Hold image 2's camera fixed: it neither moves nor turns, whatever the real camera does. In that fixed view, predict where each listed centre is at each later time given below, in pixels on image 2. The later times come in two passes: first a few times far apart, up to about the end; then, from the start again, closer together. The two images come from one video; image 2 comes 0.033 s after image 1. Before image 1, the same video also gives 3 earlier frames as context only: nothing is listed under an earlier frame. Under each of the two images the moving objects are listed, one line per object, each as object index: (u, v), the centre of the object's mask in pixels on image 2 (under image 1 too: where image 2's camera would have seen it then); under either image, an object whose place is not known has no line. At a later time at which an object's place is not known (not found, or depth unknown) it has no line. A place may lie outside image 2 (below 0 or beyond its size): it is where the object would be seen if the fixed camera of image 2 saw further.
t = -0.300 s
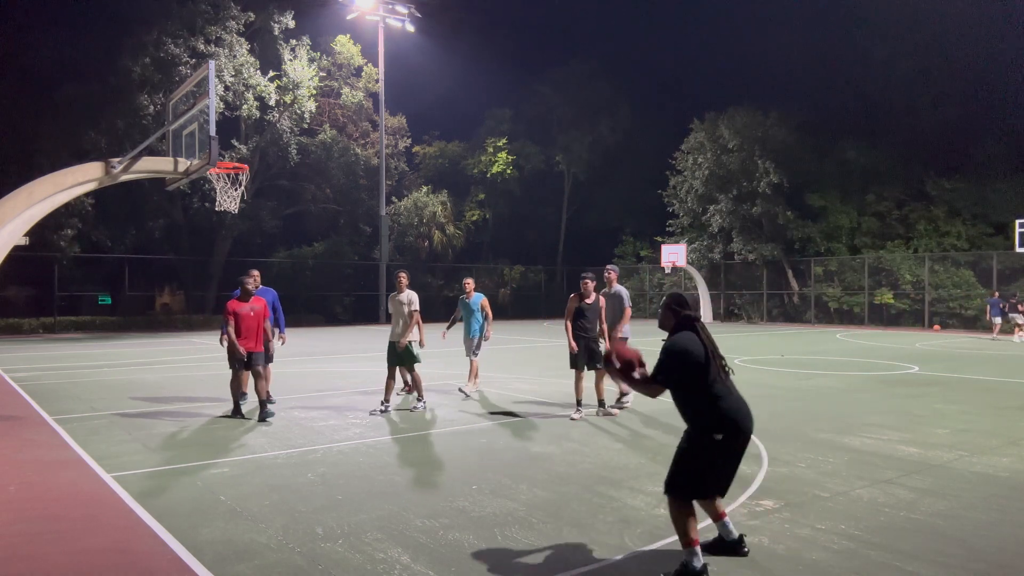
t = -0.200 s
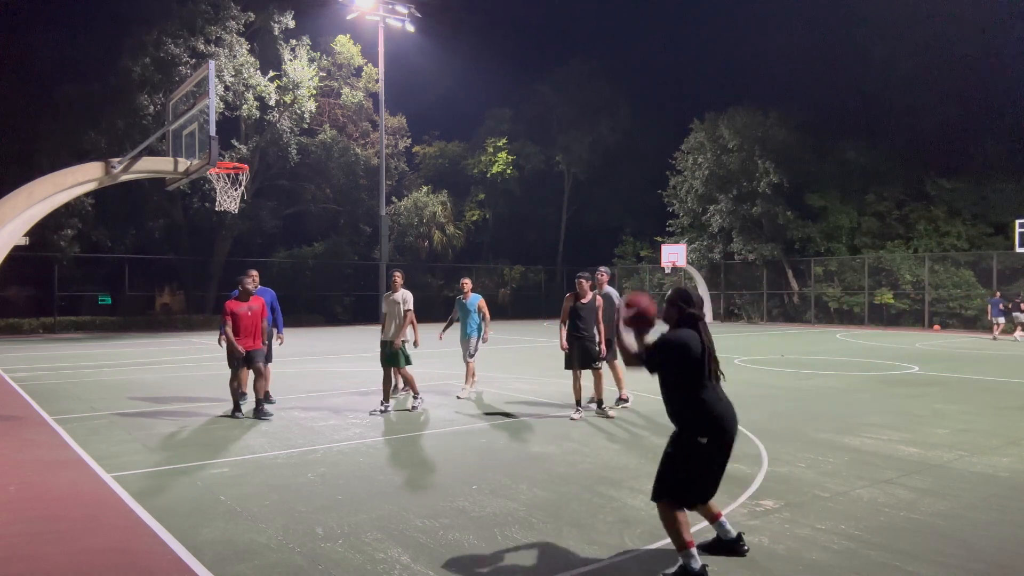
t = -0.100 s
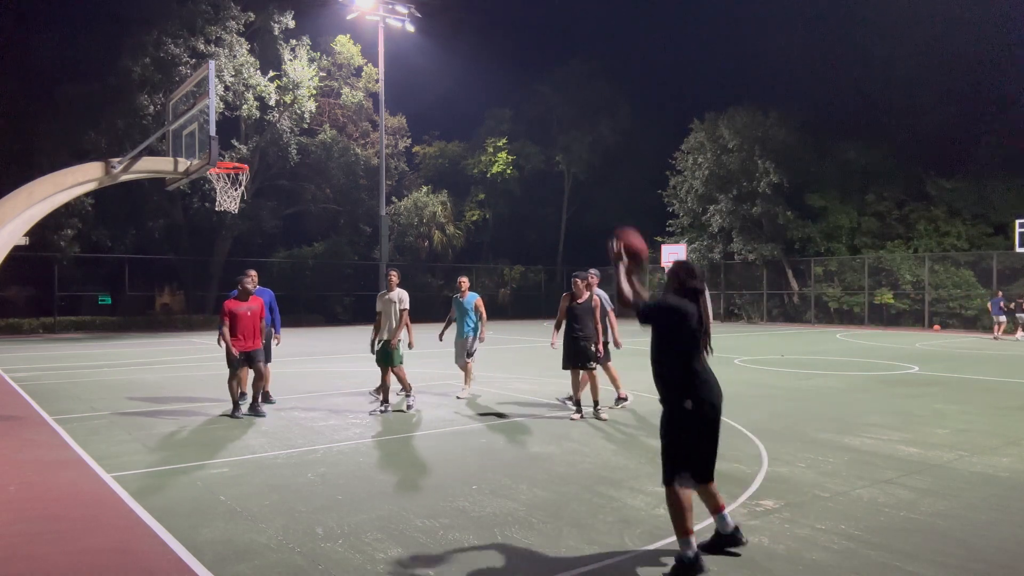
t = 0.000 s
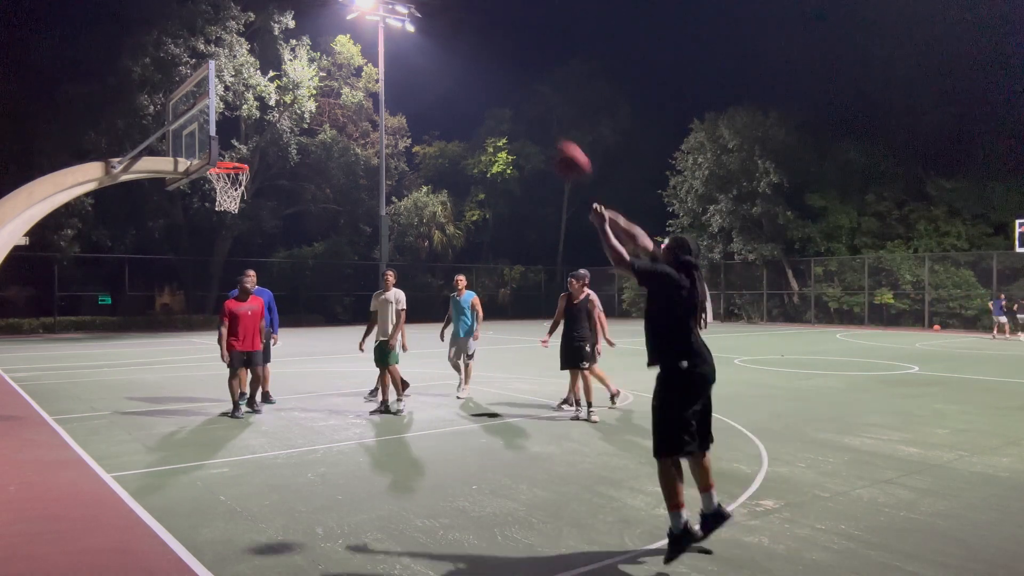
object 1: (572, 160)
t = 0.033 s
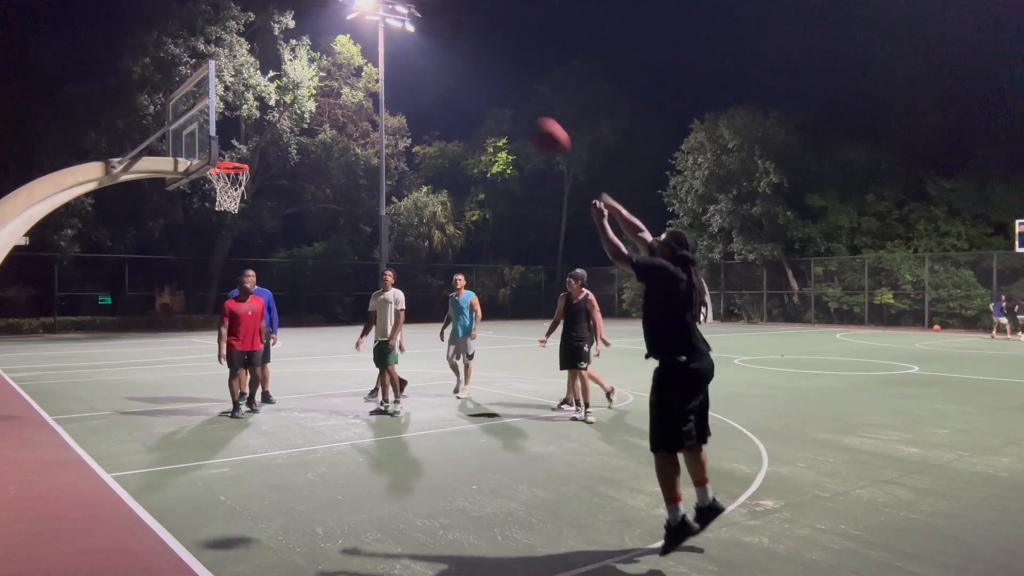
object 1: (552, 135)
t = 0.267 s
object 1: (431, 36)
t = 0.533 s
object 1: (328, 22)
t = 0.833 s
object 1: (244, 89)
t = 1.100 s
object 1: (217, 187)
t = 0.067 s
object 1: (531, 114)
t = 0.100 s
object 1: (513, 96)
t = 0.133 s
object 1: (495, 80)
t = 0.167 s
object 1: (478, 66)
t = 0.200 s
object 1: (461, 55)
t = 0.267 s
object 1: (431, 36)
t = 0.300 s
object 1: (417, 30)
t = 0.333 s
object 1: (402, 26)
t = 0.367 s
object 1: (388, 22)
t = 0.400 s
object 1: (373, 20)
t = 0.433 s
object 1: (361, 18)
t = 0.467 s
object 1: (349, 17)
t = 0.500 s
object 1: (336, 20)
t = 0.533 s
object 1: (328, 22)
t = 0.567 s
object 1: (318, 26)
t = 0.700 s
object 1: (278, 51)
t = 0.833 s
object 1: (244, 89)
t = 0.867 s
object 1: (237, 101)
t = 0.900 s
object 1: (229, 113)
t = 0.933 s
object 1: (224, 126)
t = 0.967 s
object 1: (224, 137)
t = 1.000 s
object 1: (224, 148)
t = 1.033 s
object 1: (223, 159)
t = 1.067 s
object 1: (219, 174)
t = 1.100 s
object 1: (217, 187)
